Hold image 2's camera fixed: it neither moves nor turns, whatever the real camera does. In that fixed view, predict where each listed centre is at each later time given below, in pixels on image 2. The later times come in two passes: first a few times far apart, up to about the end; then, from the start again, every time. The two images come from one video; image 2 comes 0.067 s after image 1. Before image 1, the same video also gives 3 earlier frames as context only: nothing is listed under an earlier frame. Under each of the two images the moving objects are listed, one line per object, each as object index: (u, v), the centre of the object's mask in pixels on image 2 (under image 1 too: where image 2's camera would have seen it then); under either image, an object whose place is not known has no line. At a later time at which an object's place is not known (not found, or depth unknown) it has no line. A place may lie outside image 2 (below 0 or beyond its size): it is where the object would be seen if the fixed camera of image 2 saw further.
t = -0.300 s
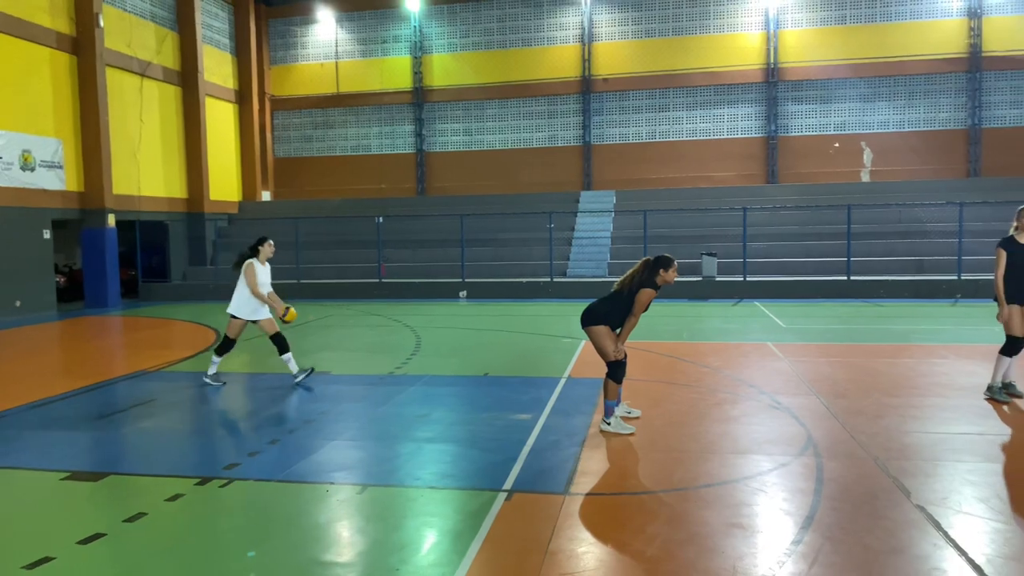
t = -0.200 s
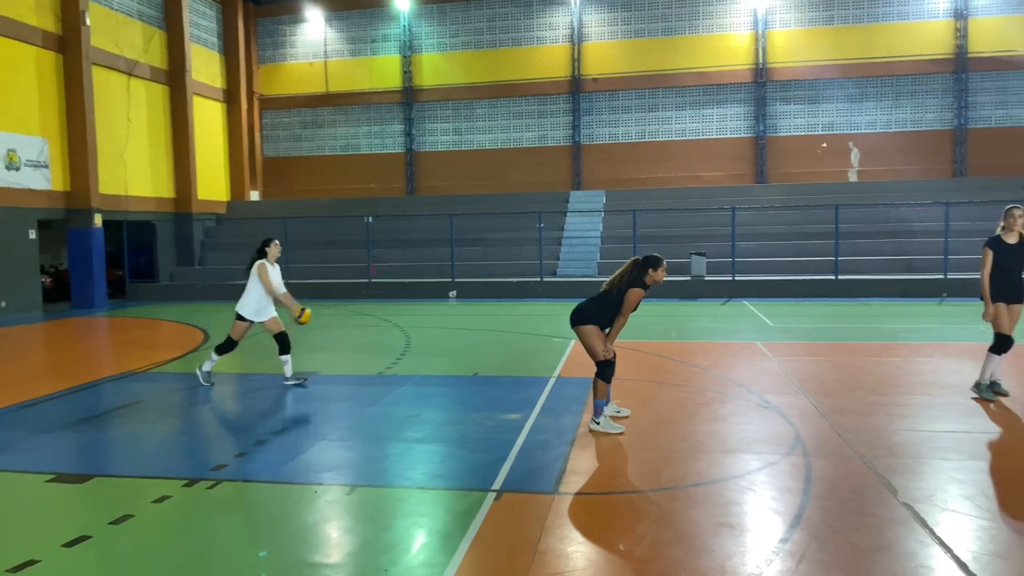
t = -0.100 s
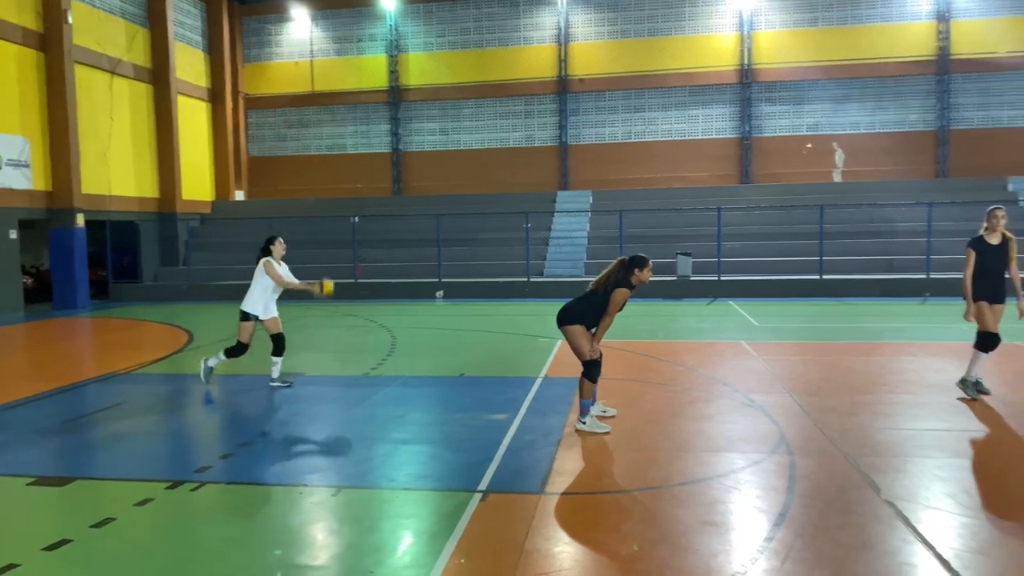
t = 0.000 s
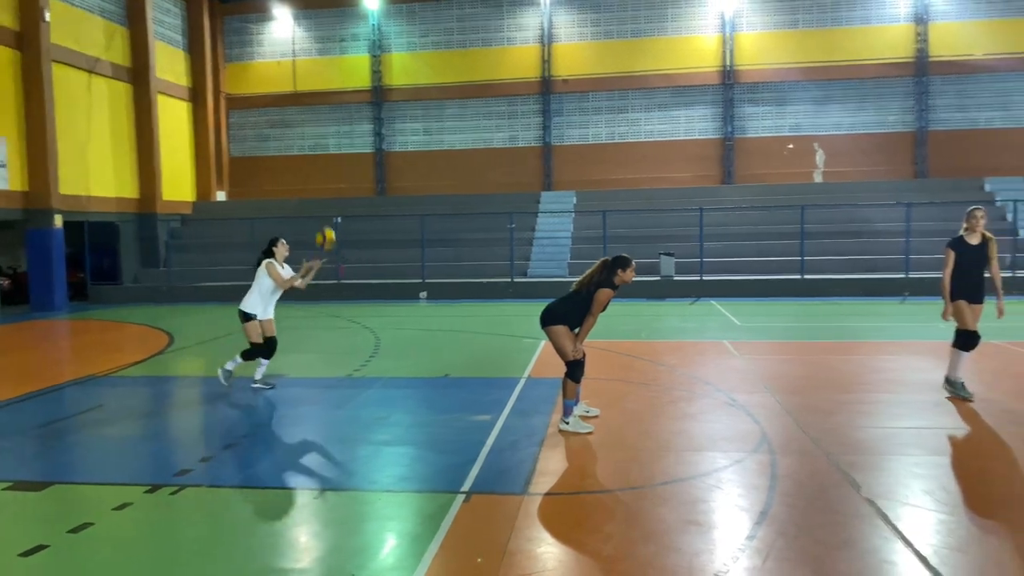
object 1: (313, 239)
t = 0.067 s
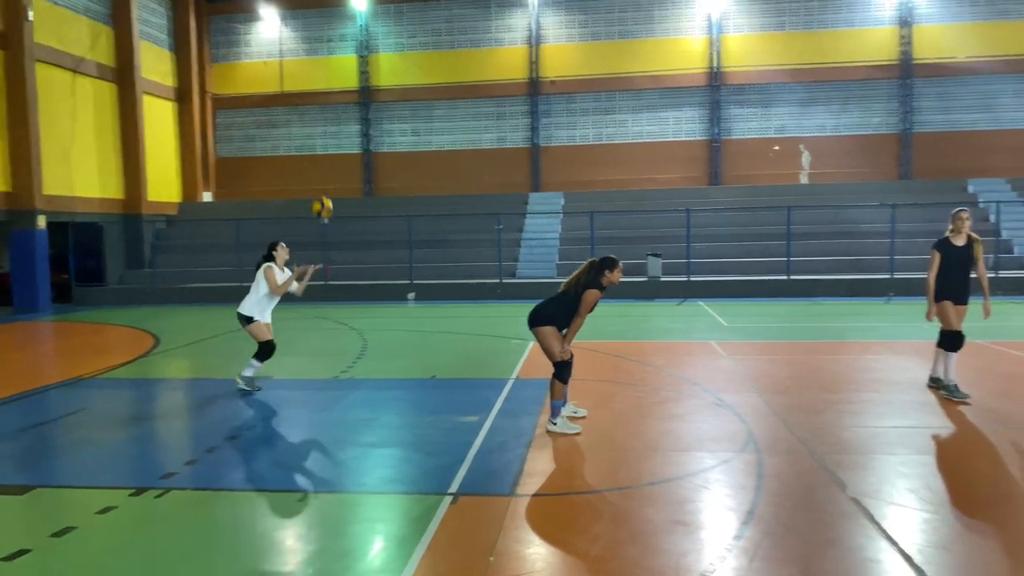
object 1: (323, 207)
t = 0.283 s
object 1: (352, 133)
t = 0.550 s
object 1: (391, 102)
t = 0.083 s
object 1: (325, 200)
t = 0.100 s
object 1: (327, 193)
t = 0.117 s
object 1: (330, 186)
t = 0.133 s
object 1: (332, 180)
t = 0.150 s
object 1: (334, 174)
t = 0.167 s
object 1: (336, 167)
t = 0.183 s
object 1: (339, 162)
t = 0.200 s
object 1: (341, 157)
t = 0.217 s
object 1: (343, 151)
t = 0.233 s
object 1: (345, 146)
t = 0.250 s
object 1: (347, 142)
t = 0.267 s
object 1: (349, 138)
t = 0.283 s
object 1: (352, 133)
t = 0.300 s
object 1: (354, 129)
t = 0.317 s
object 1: (356, 126)
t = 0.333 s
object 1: (359, 122)
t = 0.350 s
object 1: (361, 119)
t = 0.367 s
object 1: (363, 116)
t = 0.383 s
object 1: (365, 113)
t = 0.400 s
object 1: (367, 111)
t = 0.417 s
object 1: (370, 109)
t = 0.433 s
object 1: (372, 107)
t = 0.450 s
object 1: (375, 106)
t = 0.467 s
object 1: (377, 104)
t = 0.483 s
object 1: (379, 103)
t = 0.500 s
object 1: (383, 103)
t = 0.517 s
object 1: (385, 102)
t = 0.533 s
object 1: (389, 102)
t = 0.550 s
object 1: (391, 102)
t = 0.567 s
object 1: (394, 102)
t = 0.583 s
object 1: (397, 103)
